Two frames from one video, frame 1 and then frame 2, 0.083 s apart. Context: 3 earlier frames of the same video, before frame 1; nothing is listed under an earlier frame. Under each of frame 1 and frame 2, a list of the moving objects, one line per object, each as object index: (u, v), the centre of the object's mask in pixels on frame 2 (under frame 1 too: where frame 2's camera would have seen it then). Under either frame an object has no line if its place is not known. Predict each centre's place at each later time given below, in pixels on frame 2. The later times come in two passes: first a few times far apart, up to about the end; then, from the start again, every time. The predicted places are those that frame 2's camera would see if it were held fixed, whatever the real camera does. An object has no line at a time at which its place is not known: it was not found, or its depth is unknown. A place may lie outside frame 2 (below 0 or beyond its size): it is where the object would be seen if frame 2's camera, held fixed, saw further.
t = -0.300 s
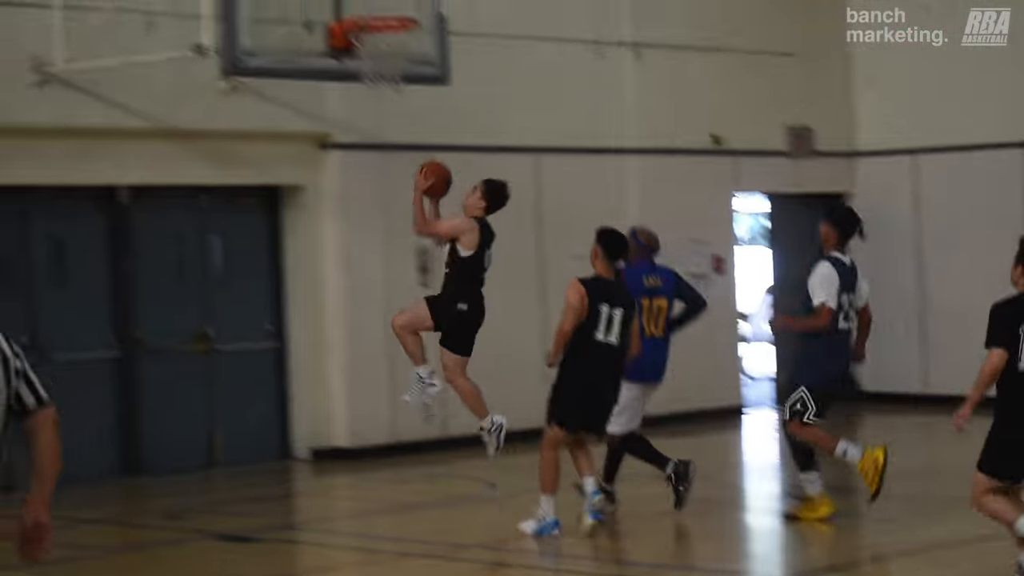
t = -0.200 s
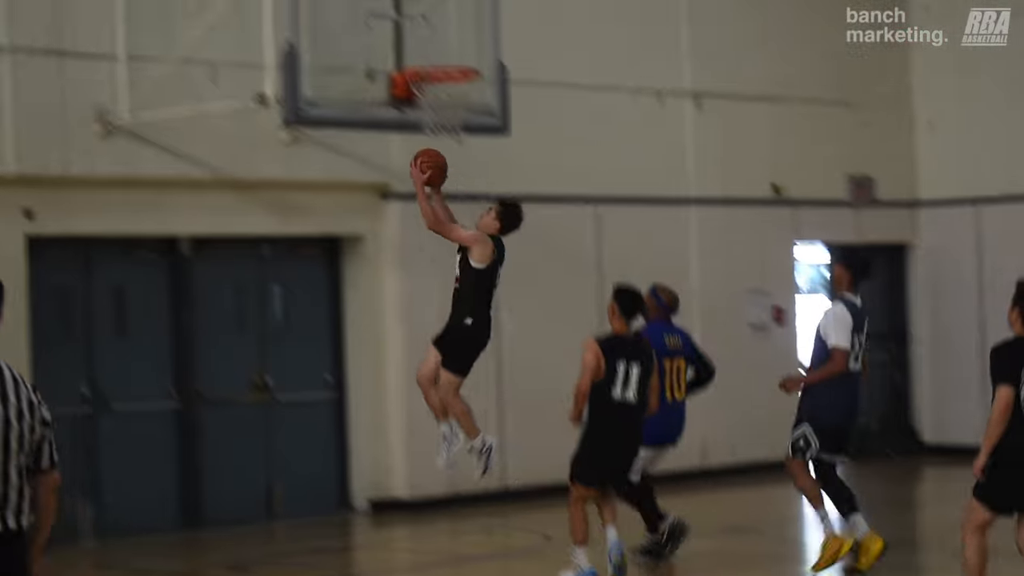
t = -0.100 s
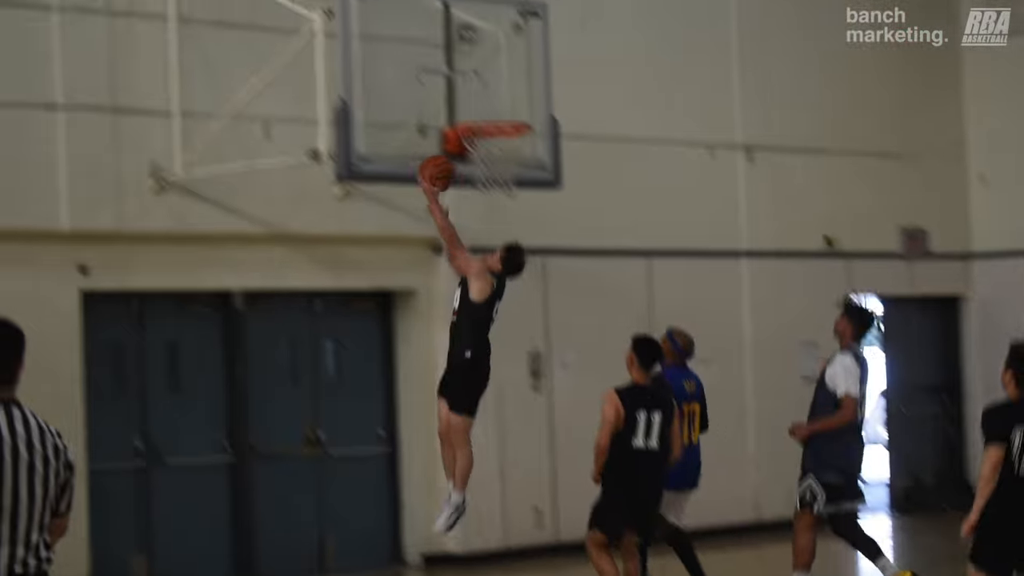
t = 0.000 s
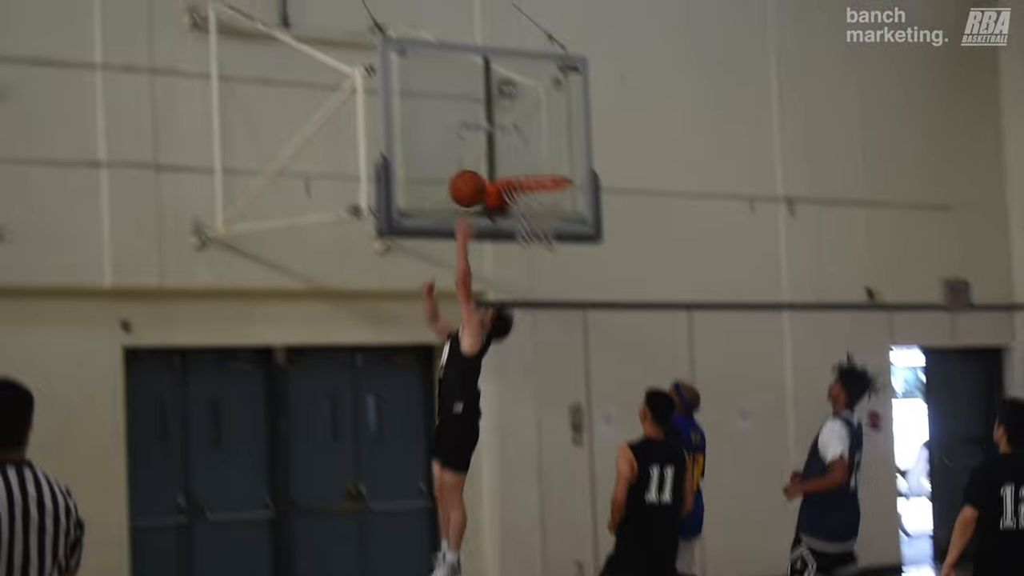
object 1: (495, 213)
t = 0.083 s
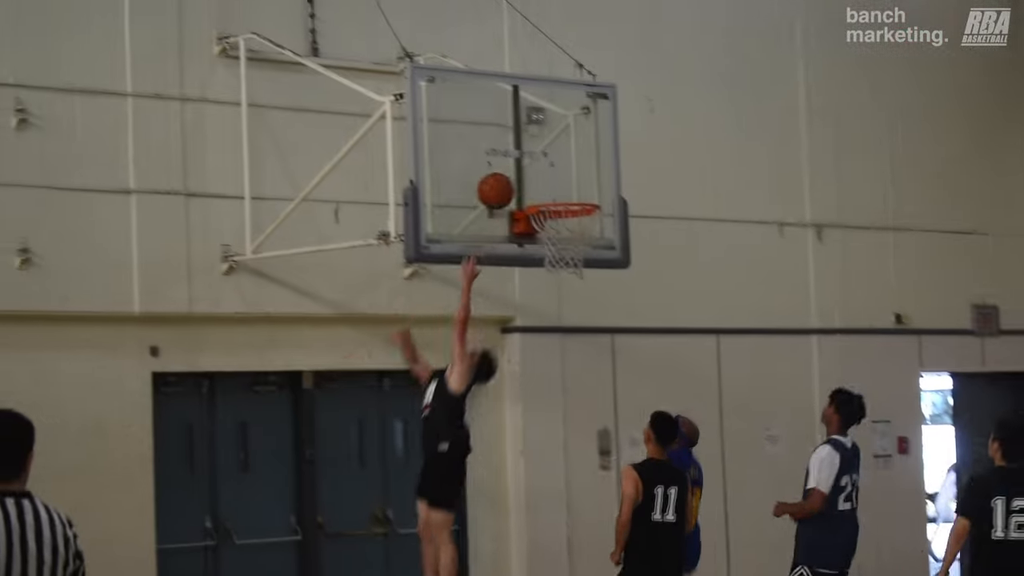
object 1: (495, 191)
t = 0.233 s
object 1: (528, 189)
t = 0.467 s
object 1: (561, 218)
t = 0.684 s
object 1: (572, 273)
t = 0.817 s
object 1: (573, 314)
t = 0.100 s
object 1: (496, 188)
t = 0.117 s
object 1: (500, 187)
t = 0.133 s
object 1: (503, 186)
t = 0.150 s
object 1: (507, 185)
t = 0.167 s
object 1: (512, 185)
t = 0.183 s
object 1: (516, 186)
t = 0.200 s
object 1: (520, 186)
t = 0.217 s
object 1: (524, 188)
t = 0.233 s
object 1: (528, 189)
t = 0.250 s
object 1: (530, 189)
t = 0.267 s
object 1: (532, 188)
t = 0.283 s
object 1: (535, 188)
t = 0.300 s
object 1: (538, 188)
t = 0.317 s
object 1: (540, 189)
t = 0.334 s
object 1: (542, 190)
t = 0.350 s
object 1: (544, 191)
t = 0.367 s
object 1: (546, 192)
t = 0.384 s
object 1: (549, 193)
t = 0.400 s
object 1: (551, 195)
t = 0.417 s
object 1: (553, 196)
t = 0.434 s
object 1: (555, 198)
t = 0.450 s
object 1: (557, 200)
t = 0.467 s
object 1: (561, 218)
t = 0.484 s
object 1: (564, 223)
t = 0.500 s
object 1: (565, 227)
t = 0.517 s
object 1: (568, 233)
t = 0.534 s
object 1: (570, 238)
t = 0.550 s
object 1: (571, 242)
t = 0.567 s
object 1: (573, 244)
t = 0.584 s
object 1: (573, 250)
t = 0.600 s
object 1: (573, 252)
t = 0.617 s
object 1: (573, 254)
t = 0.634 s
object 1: (573, 258)
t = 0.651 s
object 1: (572, 264)
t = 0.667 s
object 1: (572, 271)
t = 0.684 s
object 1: (572, 273)
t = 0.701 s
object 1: (573, 275)
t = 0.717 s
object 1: (573, 278)
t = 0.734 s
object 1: (573, 281)
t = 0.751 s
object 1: (573, 288)
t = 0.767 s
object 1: (573, 293)
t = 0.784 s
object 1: (573, 300)
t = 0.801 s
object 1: (573, 306)
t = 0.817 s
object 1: (573, 314)
